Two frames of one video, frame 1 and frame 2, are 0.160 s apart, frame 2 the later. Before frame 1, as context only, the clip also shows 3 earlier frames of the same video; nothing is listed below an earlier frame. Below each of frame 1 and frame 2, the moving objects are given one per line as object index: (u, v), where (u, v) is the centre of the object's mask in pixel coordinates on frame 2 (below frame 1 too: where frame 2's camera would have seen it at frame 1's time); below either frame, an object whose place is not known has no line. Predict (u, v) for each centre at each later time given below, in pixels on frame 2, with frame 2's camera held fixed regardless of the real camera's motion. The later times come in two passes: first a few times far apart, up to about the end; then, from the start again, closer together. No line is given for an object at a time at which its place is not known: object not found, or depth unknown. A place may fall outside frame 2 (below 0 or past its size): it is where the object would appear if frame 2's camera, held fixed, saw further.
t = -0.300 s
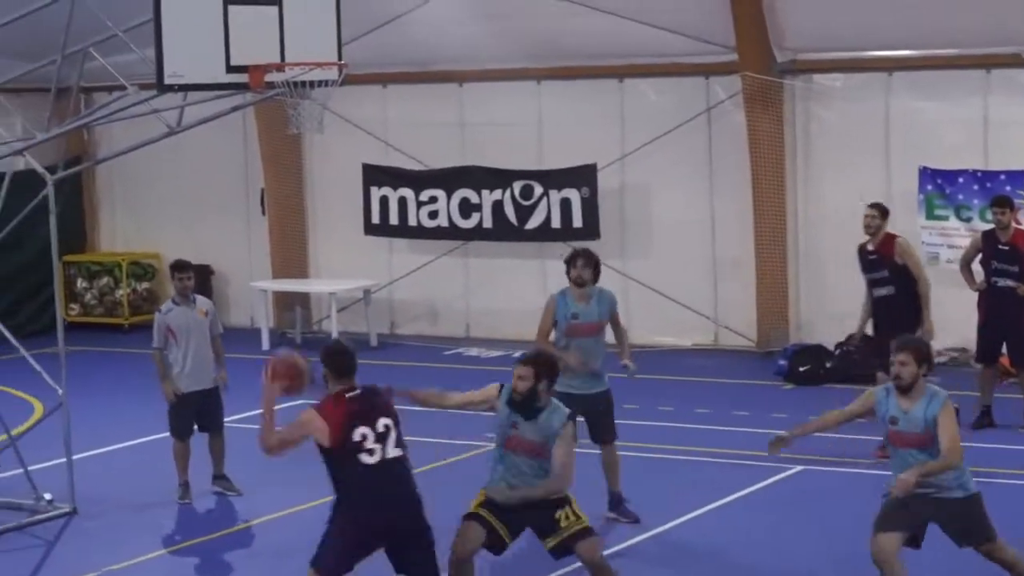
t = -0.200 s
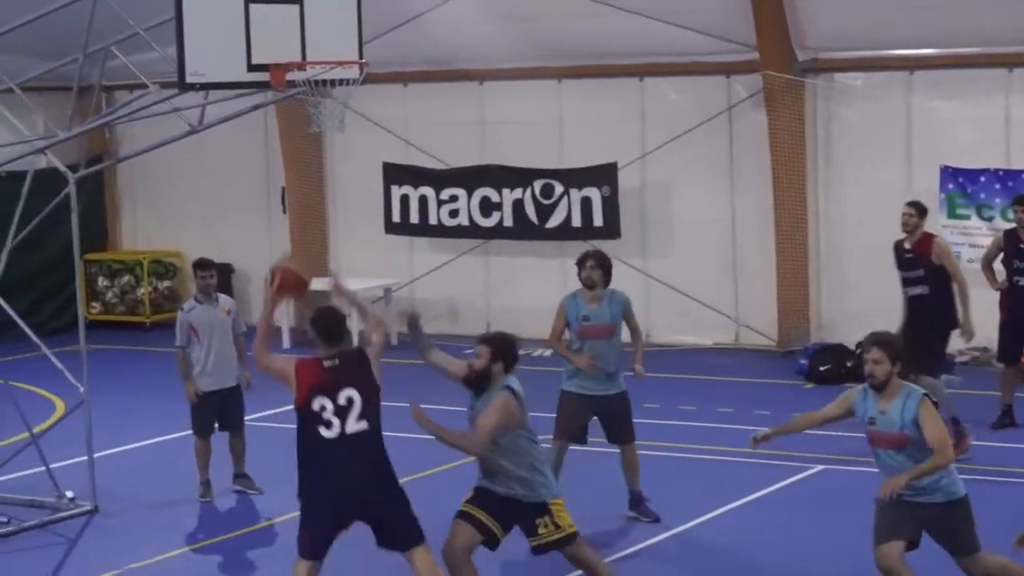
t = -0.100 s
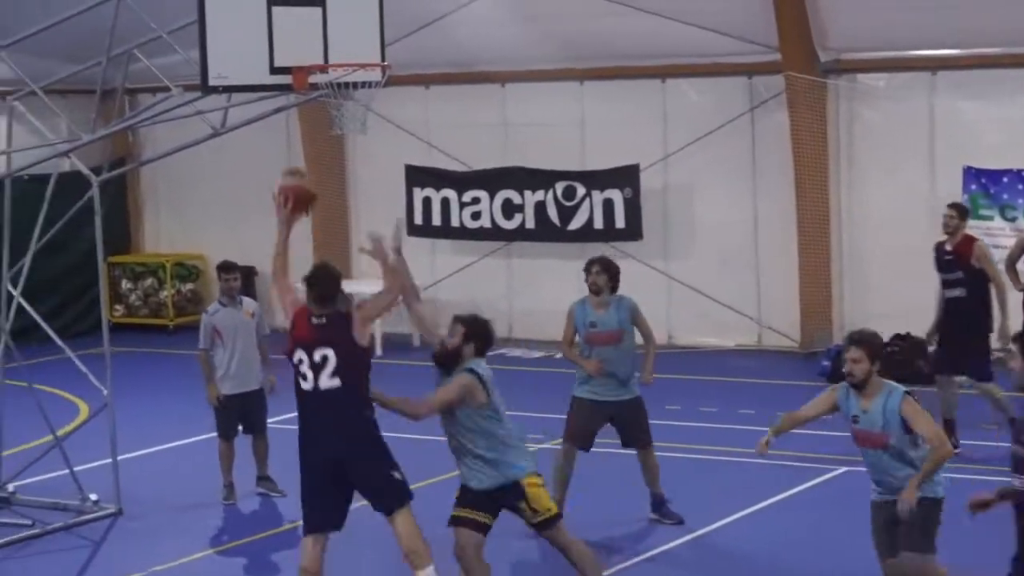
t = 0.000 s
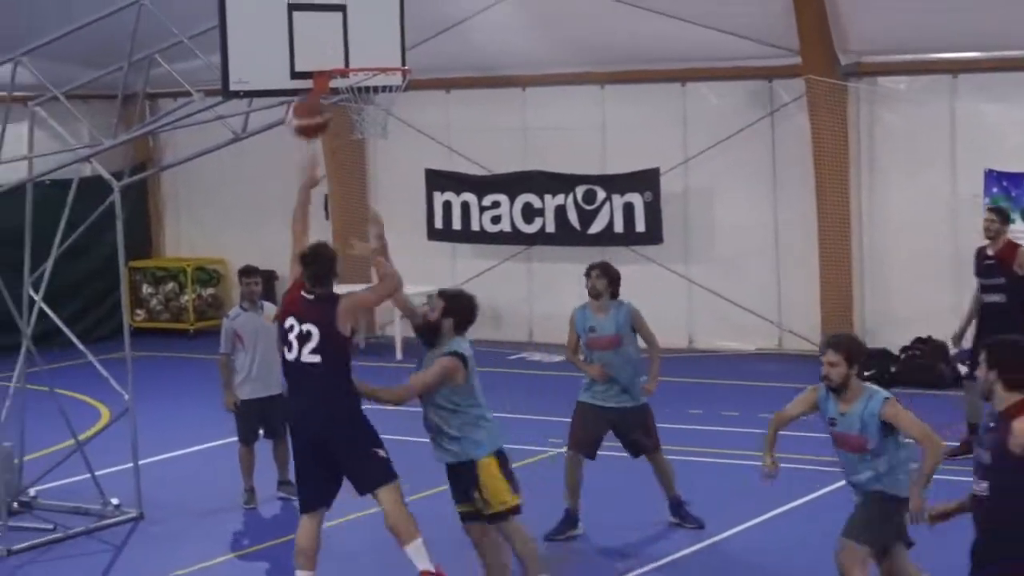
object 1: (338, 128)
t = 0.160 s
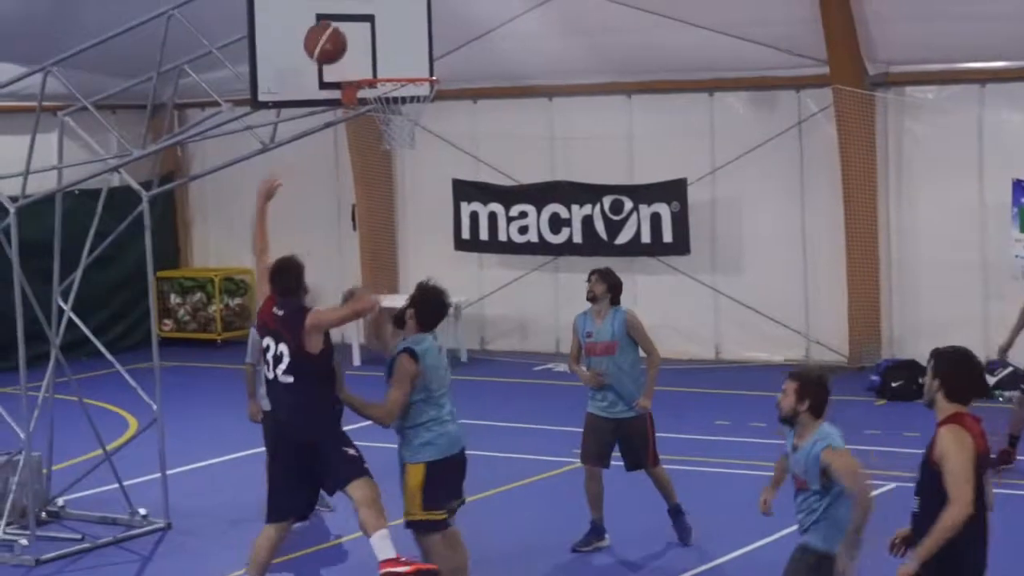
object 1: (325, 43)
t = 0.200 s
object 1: (323, 30)
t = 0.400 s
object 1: (314, 7)
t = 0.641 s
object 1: (401, 62)
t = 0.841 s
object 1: (411, 82)
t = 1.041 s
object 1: (388, 126)
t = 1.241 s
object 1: (387, 146)
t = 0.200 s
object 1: (323, 30)
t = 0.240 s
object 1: (321, 20)
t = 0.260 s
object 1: (320, 16)
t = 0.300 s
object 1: (318, 10)
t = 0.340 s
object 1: (317, 7)
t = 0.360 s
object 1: (316, 6)
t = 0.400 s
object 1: (314, 7)
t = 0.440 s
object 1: (330, 9)
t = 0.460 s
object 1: (337, 12)
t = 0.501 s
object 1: (351, 19)
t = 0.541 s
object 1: (365, 29)
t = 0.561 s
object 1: (372, 35)
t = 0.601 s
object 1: (387, 48)
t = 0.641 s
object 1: (401, 62)
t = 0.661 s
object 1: (403, 62)
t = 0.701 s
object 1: (408, 66)
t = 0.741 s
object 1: (412, 71)
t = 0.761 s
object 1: (414, 75)
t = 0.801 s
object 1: (416, 80)
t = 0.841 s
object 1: (411, 82)
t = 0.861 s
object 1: (408, 84)
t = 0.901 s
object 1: (403, 92)
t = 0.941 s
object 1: (400, 101)
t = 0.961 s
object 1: (398, 107)
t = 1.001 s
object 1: (393, 118)
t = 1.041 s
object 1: (388, 126)
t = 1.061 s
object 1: (386, 128)
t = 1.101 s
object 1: (385, 129)
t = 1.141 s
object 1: (384, 133)
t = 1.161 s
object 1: (384, 134)
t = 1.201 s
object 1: (386, 138)
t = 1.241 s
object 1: (387, 146)
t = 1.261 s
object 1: (387, 151)
